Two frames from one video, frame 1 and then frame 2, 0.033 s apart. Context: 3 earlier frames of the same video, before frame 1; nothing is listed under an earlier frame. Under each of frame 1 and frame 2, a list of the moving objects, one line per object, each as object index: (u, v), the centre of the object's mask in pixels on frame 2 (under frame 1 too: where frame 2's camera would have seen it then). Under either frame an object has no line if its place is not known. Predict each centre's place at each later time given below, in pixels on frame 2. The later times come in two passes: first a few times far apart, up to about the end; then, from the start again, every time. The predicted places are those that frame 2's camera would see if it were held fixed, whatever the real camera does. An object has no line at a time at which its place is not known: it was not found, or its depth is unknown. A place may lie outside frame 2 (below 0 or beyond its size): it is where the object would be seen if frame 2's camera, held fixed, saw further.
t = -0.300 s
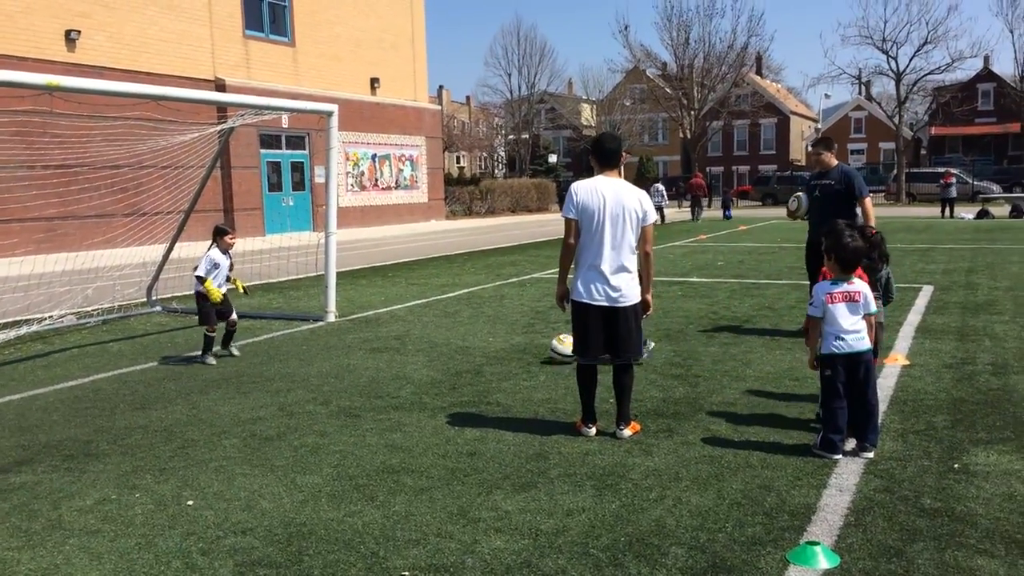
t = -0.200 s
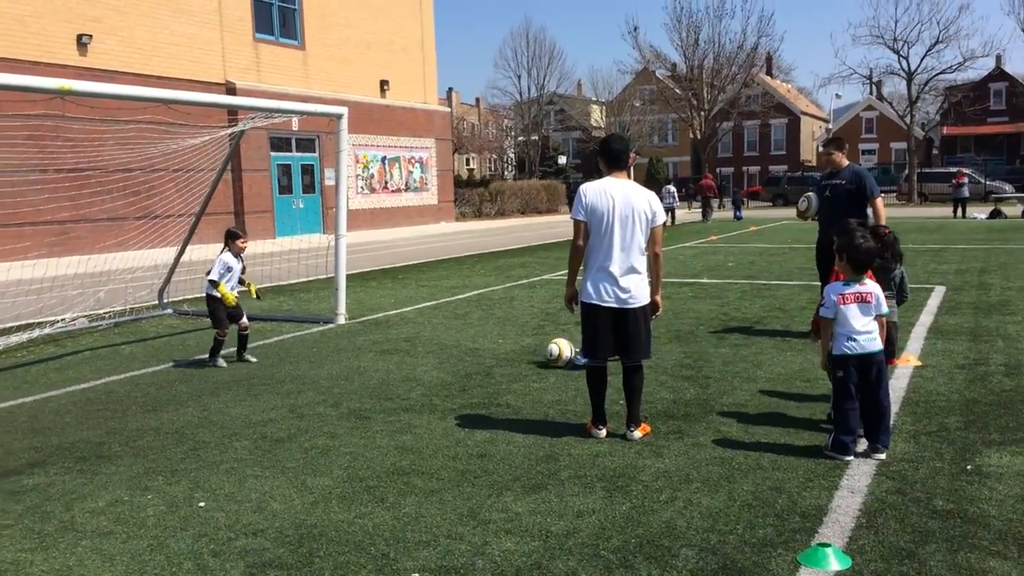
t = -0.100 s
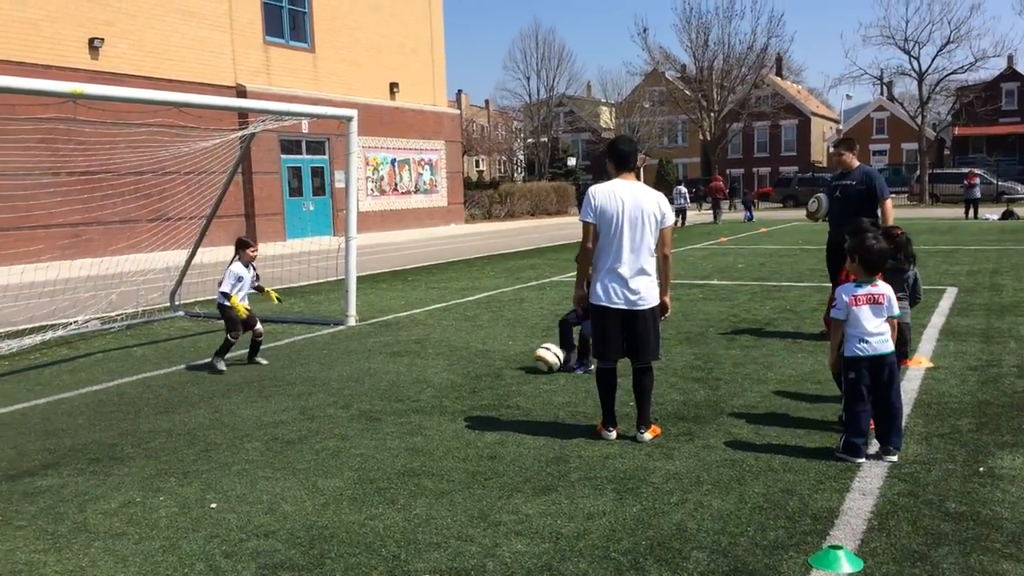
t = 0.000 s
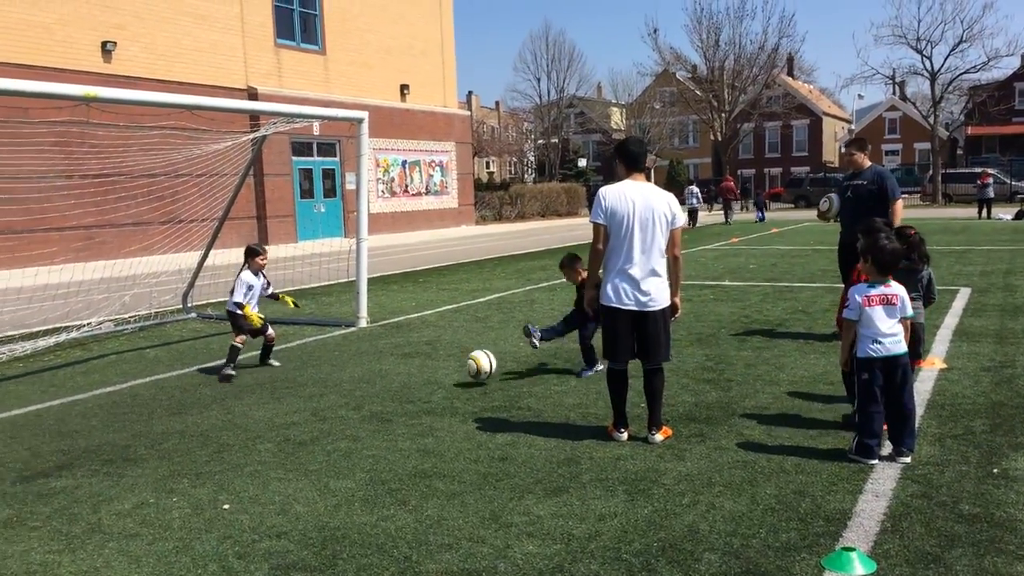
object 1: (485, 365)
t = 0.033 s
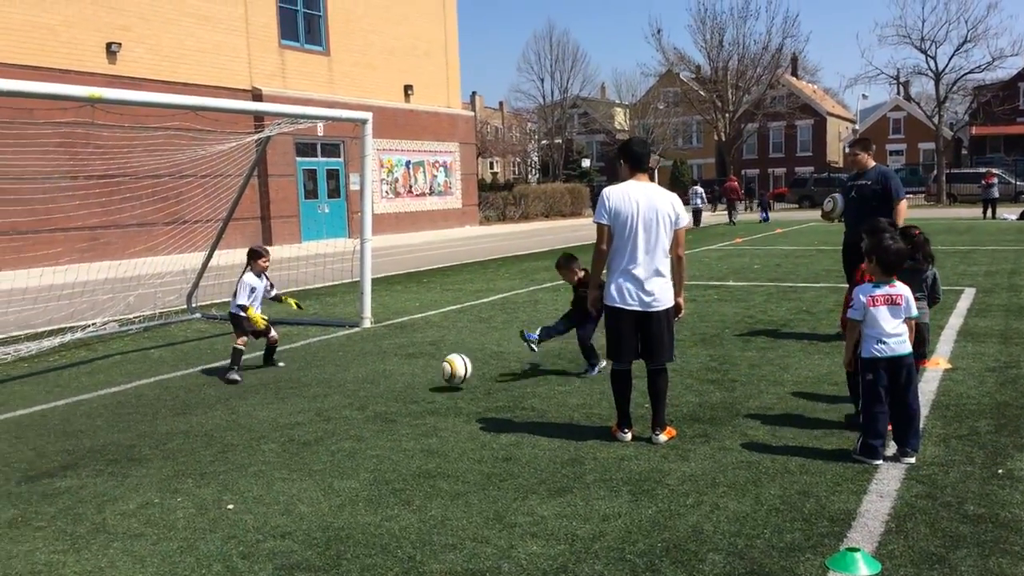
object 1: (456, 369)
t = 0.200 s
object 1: (311, 390)
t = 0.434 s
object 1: (105, 425)
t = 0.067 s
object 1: (426, 375)
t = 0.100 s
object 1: (395, 383)
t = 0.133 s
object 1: (366, 387)
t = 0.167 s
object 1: (338, 388)
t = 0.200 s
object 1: (311, 390)
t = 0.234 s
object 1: (281, 396)
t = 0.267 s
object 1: (250, 403)
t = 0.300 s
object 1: (221, 408)
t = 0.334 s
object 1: (192, 411)
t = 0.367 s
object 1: (162, 415)
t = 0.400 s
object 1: (133, 422)
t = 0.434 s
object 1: (105, 425)
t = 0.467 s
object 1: (77, 428)
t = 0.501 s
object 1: (47, 434)
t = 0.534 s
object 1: (17, 441)
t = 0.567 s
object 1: (-11, 444)
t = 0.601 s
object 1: (-41, 448)
